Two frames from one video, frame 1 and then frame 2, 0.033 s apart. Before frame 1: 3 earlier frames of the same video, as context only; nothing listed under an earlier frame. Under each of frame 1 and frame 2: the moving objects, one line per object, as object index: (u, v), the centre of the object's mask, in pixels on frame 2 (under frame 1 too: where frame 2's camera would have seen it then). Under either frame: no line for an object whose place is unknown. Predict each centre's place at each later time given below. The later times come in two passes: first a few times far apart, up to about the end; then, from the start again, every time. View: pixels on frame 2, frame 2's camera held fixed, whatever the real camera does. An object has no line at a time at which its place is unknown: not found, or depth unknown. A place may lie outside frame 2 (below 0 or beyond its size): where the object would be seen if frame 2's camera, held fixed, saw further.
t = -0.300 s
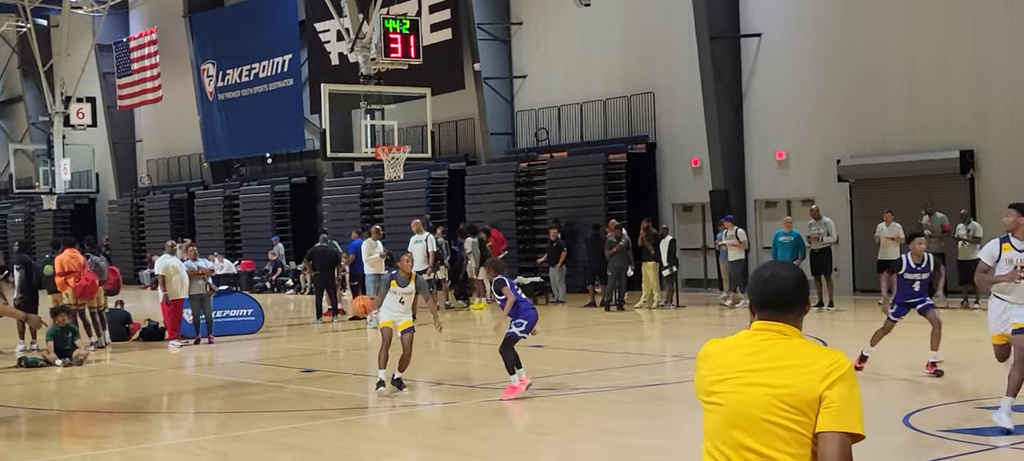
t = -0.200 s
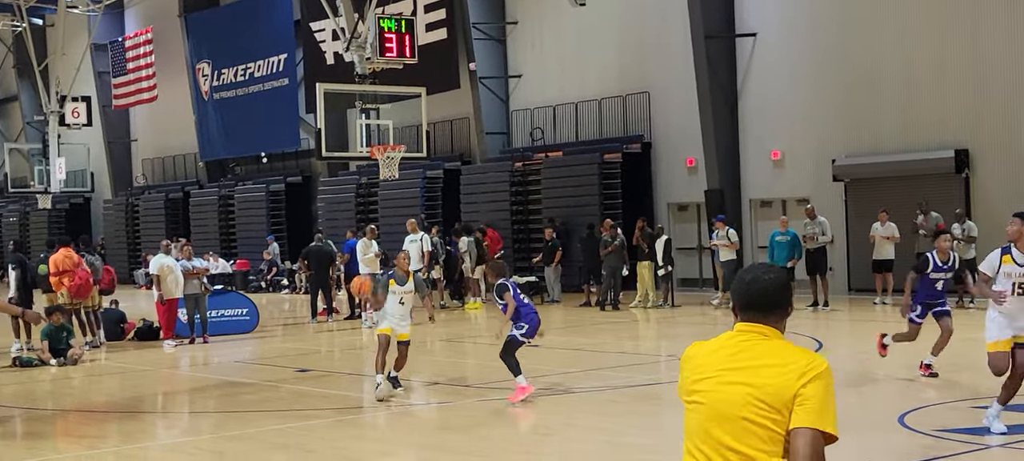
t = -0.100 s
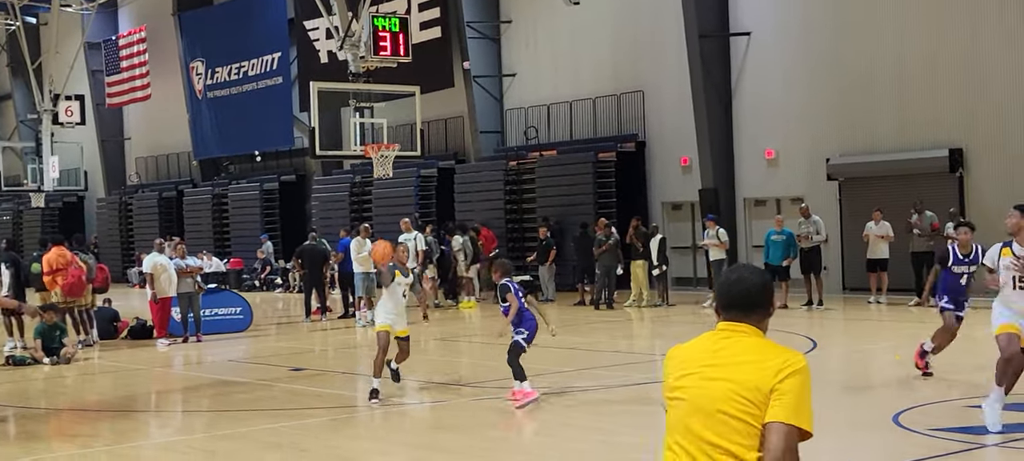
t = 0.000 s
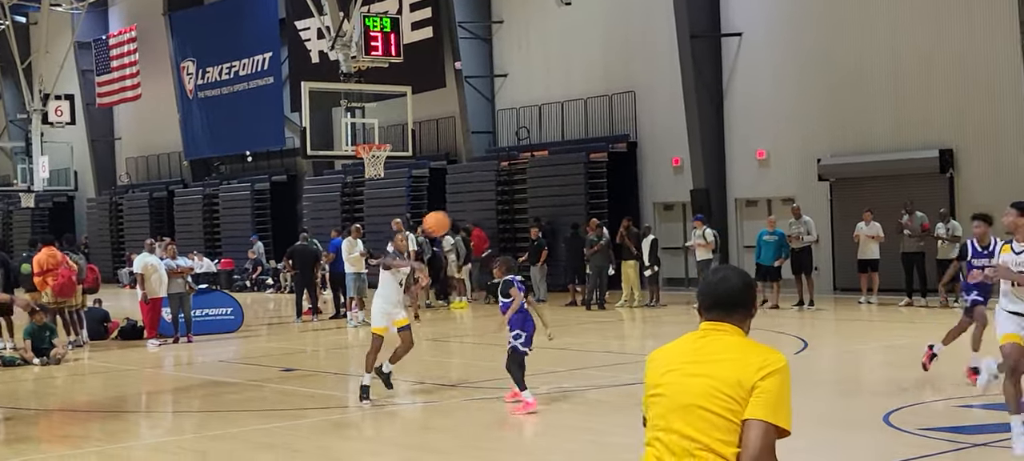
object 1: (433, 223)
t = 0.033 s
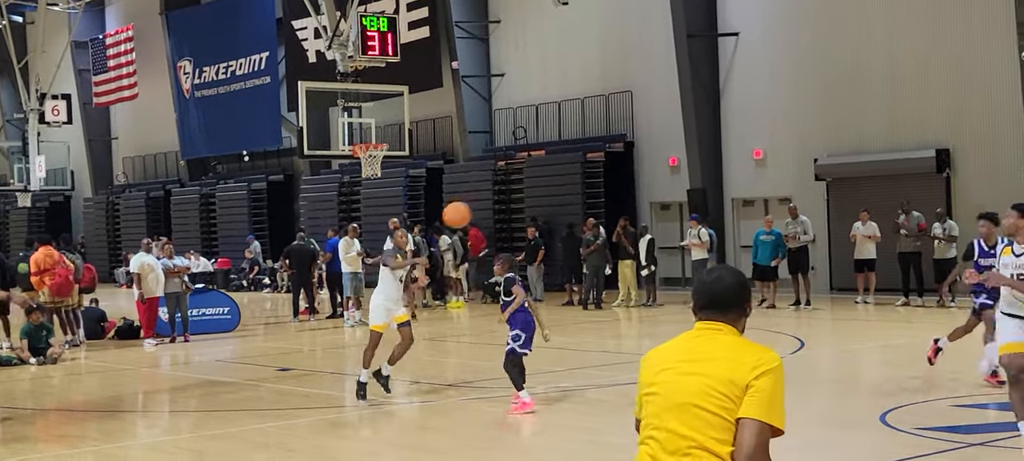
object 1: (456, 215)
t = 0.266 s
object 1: (661, 174)
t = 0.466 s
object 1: (919, 185)
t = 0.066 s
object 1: (481, 207)
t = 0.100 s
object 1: (507, 200)
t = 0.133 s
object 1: (535, 193)
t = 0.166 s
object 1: (563, 188)
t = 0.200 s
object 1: (594, 183)
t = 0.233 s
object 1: (625, 179)
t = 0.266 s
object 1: (661, 174)
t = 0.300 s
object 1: (696, 174)
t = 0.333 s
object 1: (734, 173)
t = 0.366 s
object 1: (775, 173)
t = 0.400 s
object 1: (820, 175)
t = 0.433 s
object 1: (868, 180)
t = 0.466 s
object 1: (919, 185)
